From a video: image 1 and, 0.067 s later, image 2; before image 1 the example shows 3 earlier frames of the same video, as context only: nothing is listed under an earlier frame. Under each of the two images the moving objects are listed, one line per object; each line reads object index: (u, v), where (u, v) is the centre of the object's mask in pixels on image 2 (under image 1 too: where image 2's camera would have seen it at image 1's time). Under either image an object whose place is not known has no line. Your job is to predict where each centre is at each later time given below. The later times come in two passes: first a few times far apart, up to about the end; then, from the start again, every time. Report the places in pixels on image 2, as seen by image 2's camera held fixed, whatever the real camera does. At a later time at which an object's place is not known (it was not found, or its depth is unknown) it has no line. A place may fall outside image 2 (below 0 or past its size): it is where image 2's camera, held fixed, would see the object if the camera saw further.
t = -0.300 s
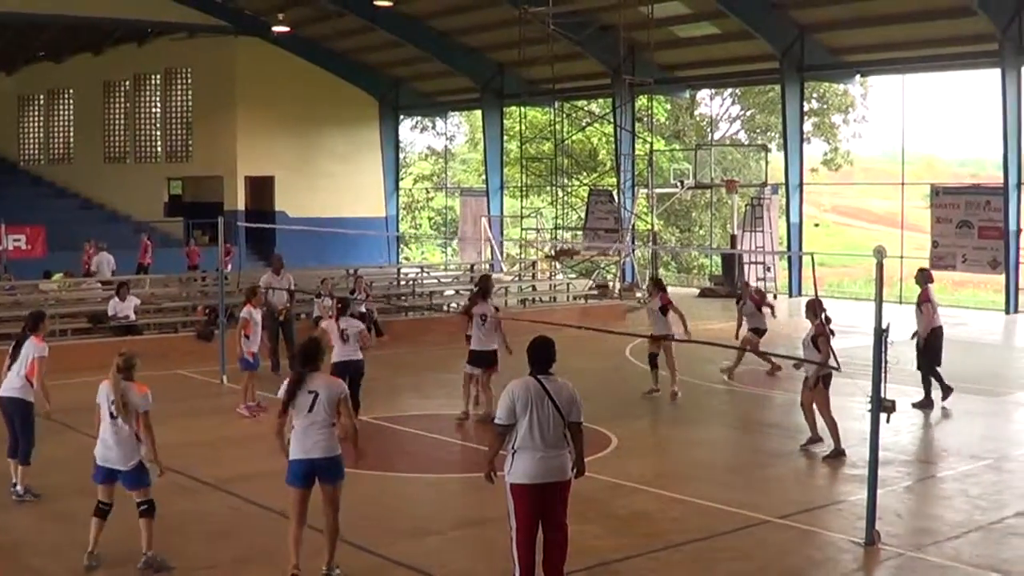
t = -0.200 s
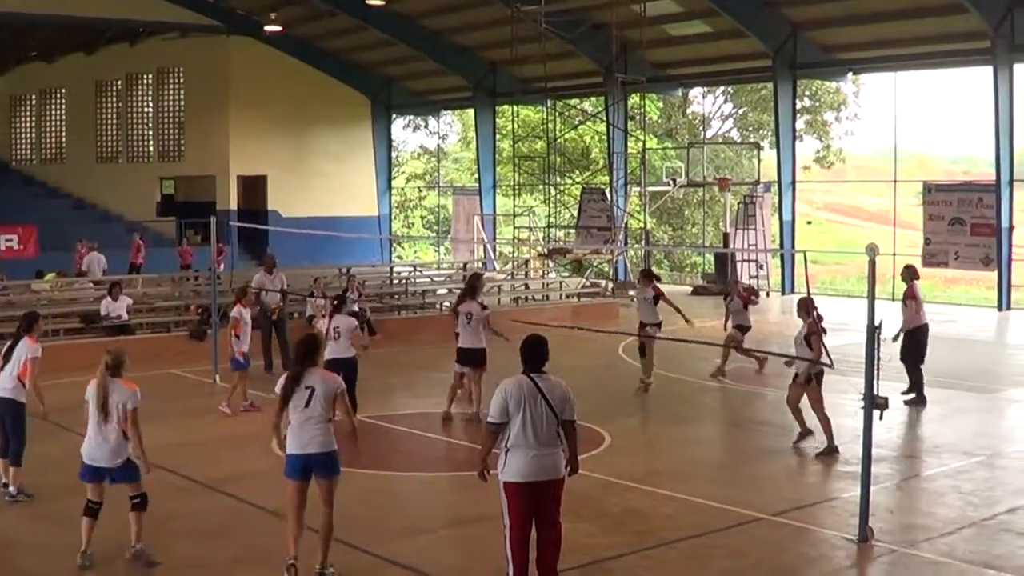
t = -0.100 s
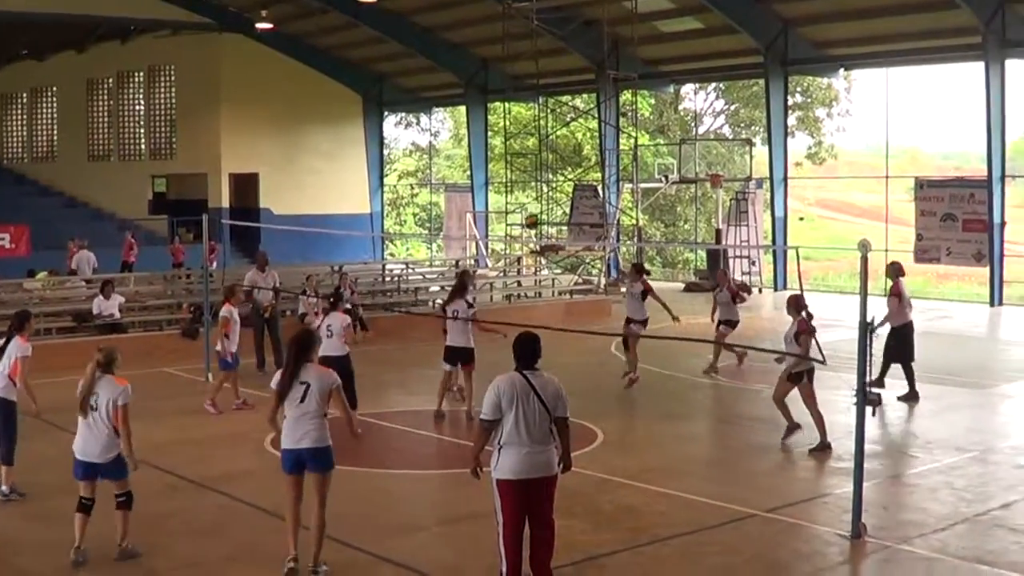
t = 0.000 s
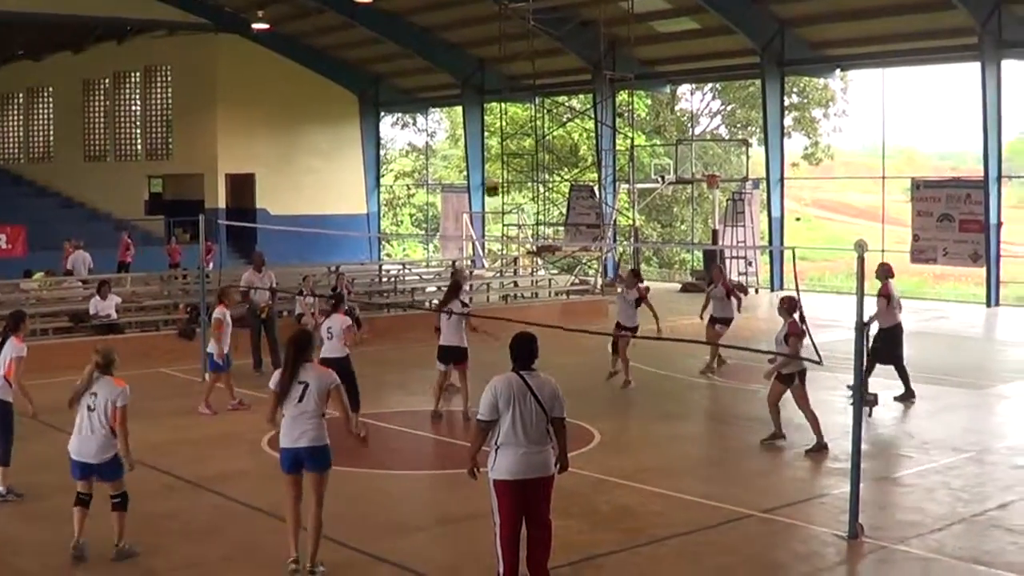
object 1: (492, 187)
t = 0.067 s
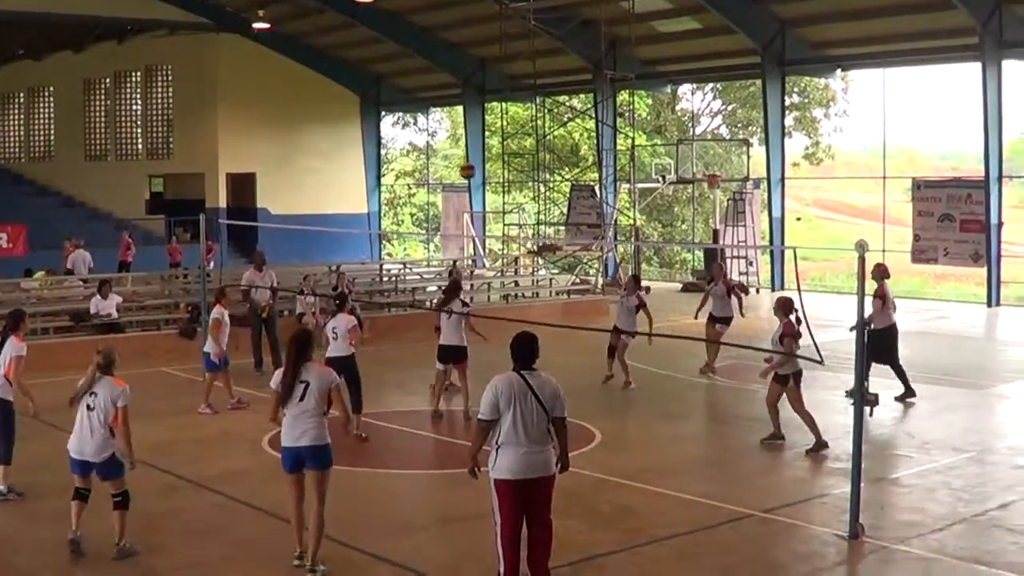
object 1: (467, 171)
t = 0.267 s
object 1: (392, 136)
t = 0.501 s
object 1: (306, 137)
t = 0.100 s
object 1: (455, 162)
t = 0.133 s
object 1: (443, 155)
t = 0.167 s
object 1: (431, 149)
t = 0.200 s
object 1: (418, 144)
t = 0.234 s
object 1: (405, 139)
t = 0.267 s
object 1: (392, 136)
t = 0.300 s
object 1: (380, 132)
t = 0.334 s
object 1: (367, 132)
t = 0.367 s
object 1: (356, 130)
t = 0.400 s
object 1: (344, 131)
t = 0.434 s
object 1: (331, 133)
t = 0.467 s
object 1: (319, 134)
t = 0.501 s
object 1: (306, 137)
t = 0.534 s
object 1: (293, 142)
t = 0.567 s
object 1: (280, 147)
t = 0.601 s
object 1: (266, 153)
